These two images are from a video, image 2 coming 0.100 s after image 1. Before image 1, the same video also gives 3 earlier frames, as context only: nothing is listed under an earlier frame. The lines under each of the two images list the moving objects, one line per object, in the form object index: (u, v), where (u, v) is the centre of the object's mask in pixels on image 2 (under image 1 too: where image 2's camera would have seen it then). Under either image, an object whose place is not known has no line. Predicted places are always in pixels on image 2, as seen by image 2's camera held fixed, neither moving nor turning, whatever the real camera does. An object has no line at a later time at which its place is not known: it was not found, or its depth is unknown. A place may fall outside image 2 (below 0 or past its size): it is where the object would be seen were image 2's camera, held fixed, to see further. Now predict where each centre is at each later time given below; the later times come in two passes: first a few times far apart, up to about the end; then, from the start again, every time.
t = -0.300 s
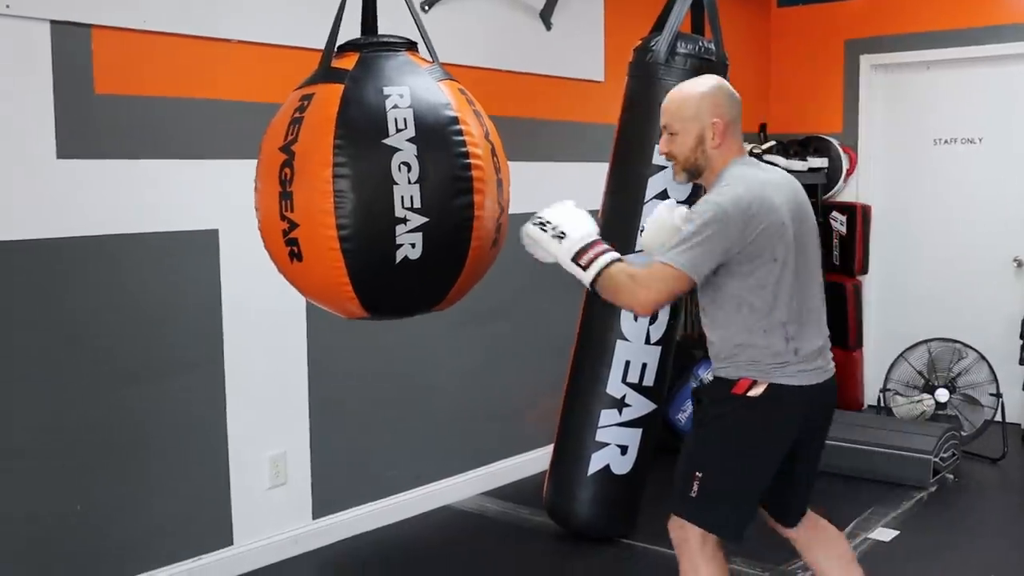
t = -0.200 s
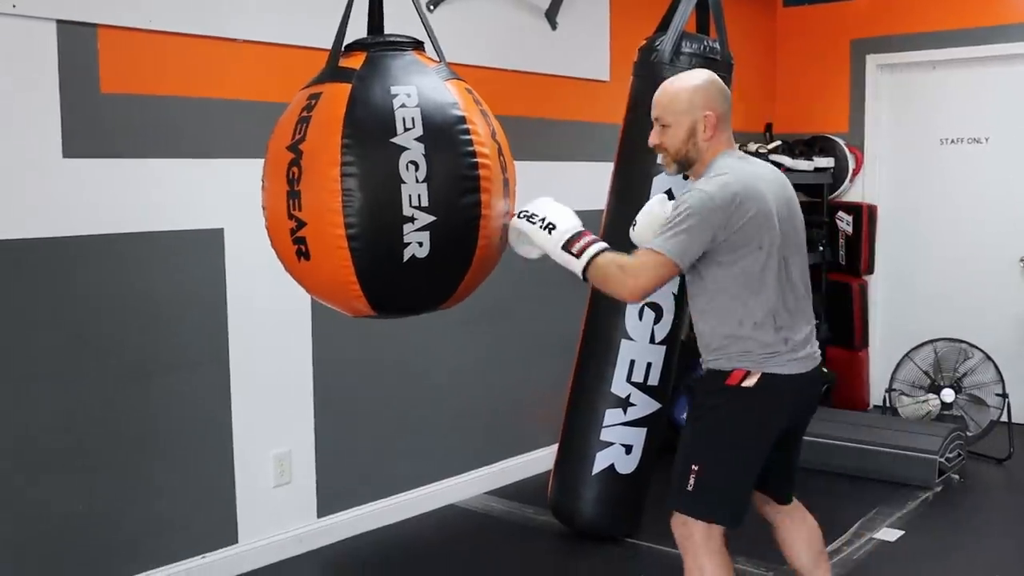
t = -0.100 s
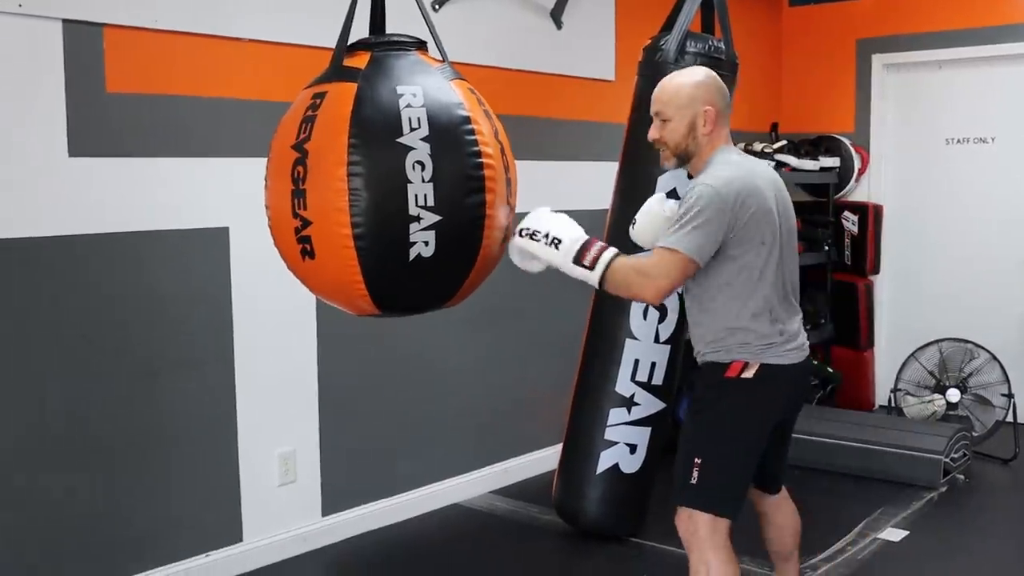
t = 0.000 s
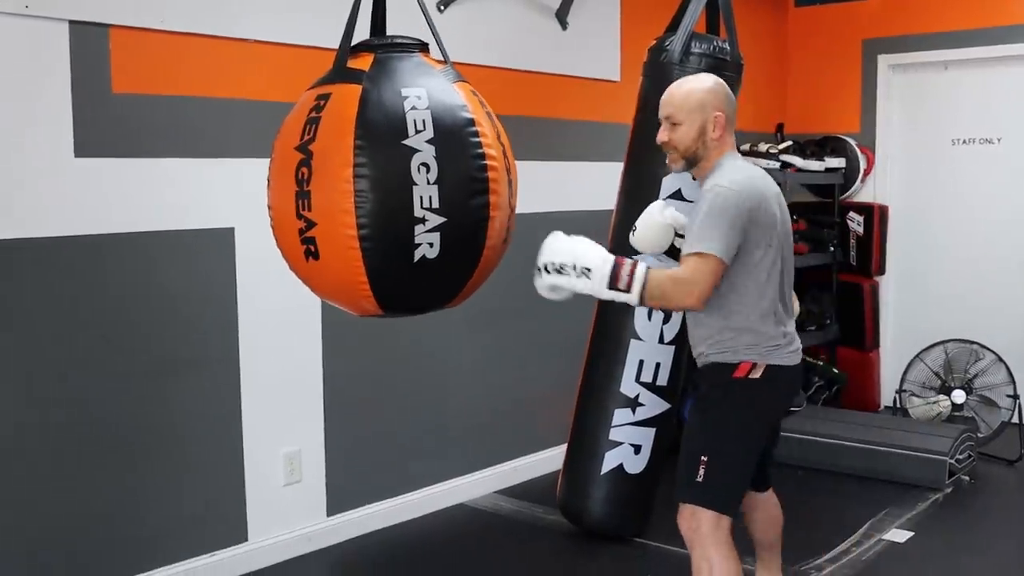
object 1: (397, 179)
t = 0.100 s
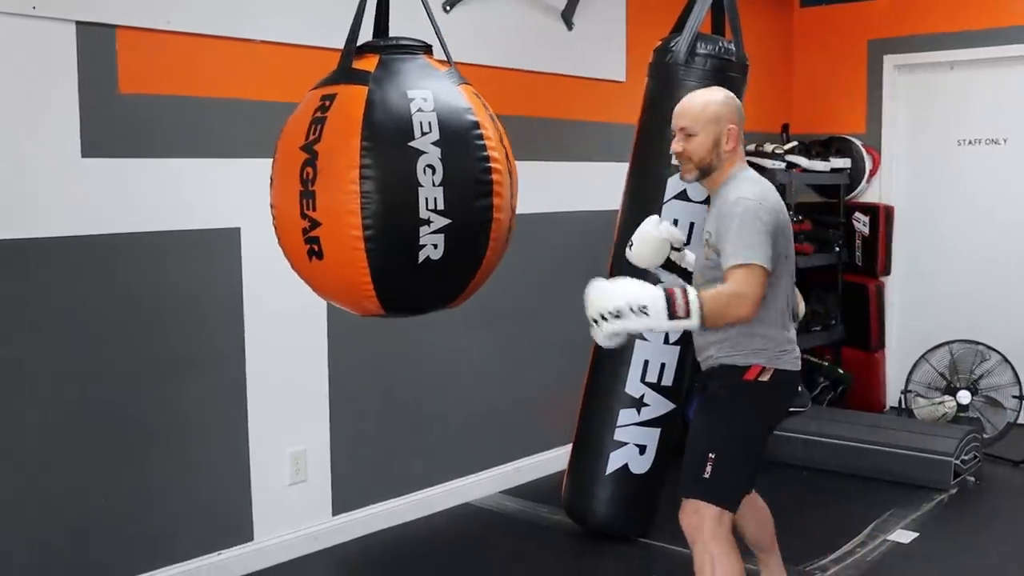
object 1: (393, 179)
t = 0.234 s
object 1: (387, 179)
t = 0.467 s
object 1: (376, 179)
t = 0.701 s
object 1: (371, 180)
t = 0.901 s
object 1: (373, 181)
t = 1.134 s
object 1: (383, 182)
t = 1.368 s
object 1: (395, 182)
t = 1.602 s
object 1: (403, 181)
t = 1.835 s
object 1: (405, 180)
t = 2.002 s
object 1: (402, 179)
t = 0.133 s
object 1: (392, 179)
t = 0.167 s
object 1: (390, 179)
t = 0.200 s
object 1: (388, 179)
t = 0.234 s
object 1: (387, 179)
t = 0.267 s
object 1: (385, 180)
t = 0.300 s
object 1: (383, 180)
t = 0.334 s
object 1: (381, 180)
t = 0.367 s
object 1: (380, 179)
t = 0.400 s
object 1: (378, 179)
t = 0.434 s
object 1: (377, 179)
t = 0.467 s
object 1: (376, 179)
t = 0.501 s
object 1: (374, 179)
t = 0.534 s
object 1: (373, 179)
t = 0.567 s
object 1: (372, 179)
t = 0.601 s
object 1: (372, 180)
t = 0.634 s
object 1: (371, 180)
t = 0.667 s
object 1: (371, 181)
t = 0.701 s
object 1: (371, 180)
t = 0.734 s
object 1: (371, 180)
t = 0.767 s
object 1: (371, 180)
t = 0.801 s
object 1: (371, 180)
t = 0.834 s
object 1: (372, 181)
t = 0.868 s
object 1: (373, 181)
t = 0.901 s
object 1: (373, 181)
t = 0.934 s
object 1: (374, 181)
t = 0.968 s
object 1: (376, 181)
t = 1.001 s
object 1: (377, 182)
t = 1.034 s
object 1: (378, 182)
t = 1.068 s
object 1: (380, 182)
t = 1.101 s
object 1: (381, 182)
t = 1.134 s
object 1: (383, 182)
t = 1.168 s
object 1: (385, 182)
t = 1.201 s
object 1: (387, 182)
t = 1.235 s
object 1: (388, 182)
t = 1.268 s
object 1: (390, 182)
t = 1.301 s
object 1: (392, 182)
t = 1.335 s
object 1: (393, 182)
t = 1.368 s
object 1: (395, 182)
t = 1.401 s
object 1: (397, 182)
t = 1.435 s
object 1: (398, 182)
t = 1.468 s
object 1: (399, 182)
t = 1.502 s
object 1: (401, 181)
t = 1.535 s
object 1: (401, 181)
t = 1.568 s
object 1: (402, 181)
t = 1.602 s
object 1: (403, 181)
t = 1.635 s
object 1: (404, 181)
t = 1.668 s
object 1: (404, 180)
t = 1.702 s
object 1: (404, 180)
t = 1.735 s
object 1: (405, 180)
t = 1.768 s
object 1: (405, 180)
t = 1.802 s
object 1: (405, 180)
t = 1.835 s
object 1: (405, 180)
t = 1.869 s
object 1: (404, 180)
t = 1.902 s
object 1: (404, 180)
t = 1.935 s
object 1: (403, 180)
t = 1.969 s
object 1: (402, 180)
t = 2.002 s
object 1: (402, 179)
